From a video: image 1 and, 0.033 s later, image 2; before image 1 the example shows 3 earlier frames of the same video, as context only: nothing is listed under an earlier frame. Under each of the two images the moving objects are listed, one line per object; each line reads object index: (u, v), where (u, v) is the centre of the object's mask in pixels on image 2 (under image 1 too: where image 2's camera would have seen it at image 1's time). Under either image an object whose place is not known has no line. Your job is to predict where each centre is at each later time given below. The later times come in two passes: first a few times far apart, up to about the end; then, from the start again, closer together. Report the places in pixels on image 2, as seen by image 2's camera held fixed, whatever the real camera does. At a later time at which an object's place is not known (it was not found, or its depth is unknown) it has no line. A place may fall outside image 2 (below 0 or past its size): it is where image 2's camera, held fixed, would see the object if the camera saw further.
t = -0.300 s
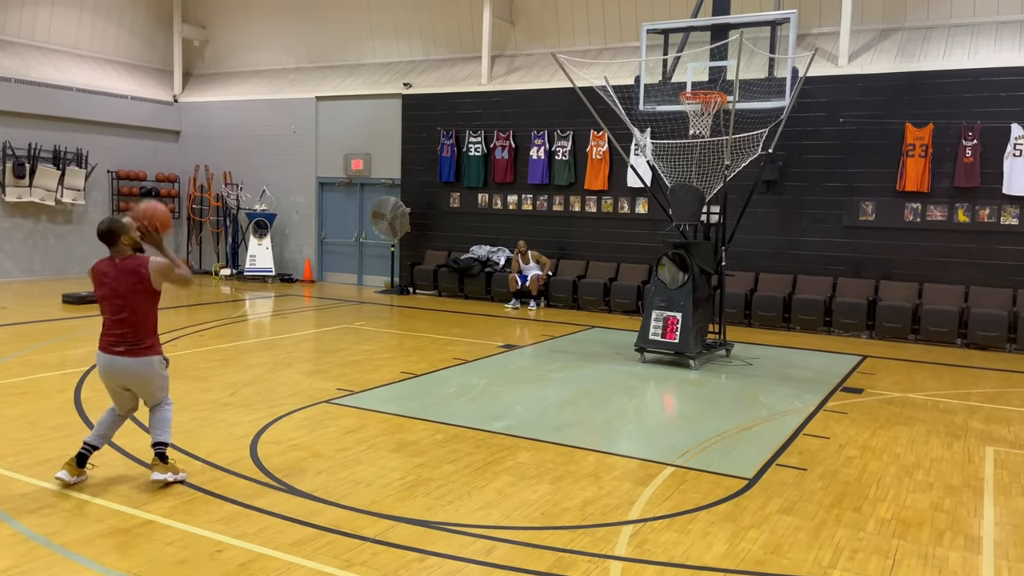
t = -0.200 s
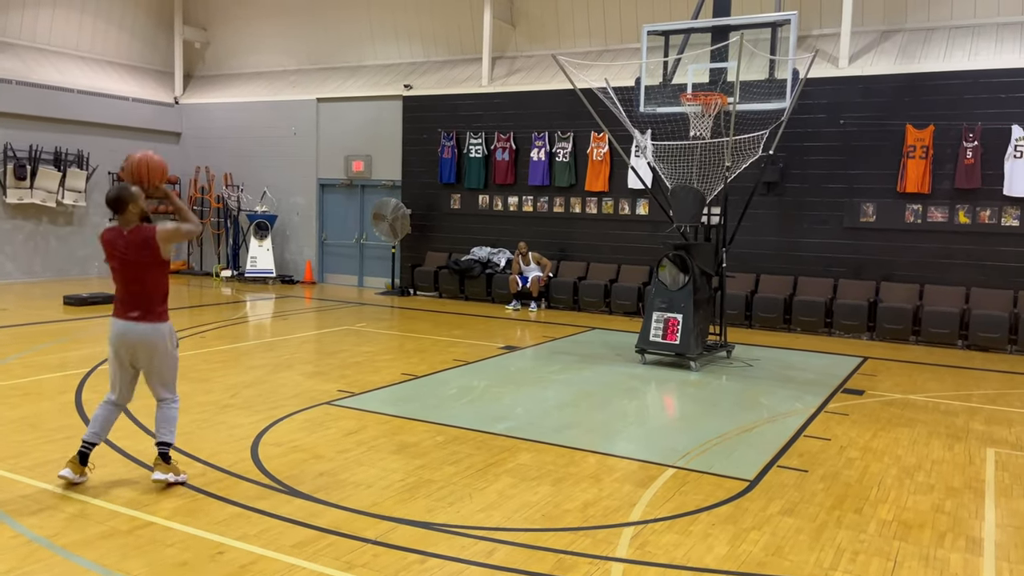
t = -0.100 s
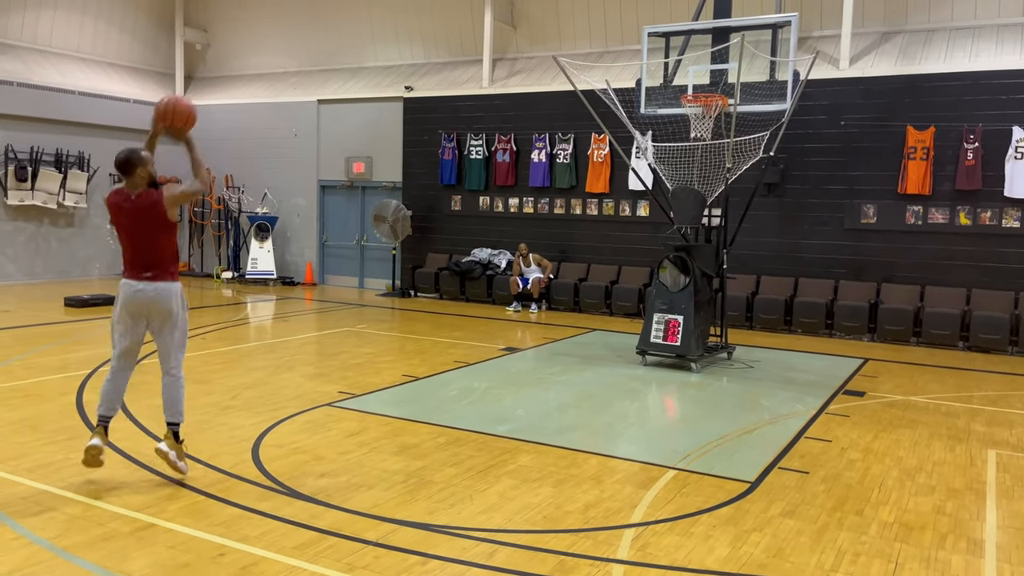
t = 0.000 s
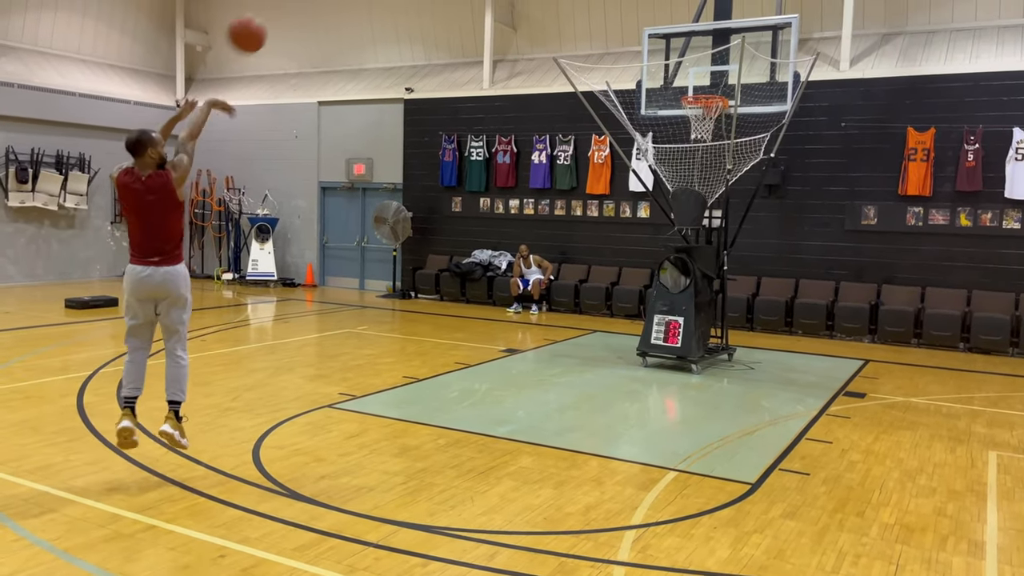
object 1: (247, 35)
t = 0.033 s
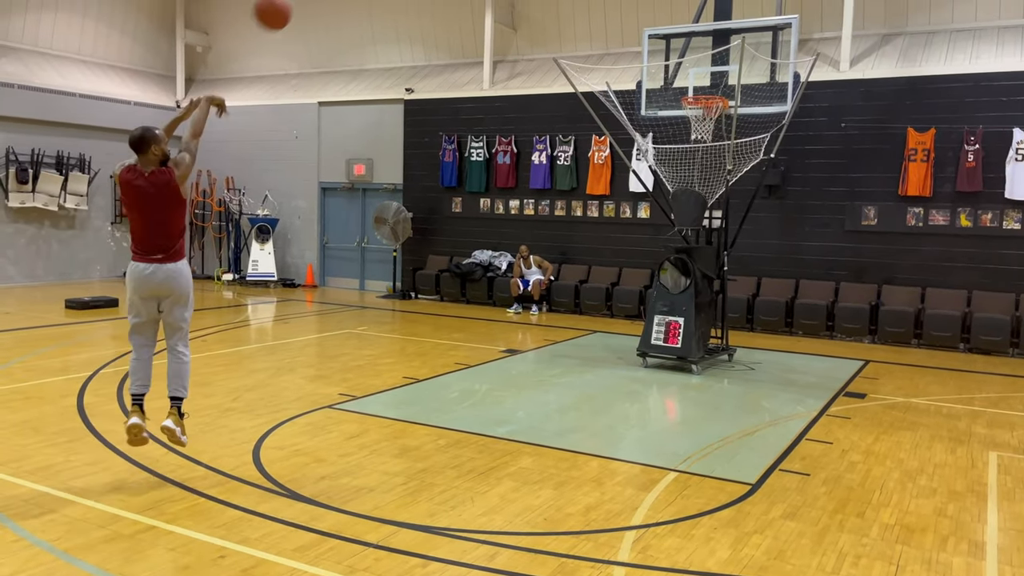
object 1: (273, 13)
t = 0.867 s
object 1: (647, 3)
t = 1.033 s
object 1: (686, 74)
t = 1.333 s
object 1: (694, 109)
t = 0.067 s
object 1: (298, 4)
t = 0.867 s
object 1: (647, 3)
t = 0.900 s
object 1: (656, 16)
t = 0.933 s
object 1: (664, 30)
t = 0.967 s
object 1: (671, 44)
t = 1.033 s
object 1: (686, 74)
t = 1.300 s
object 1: (692, 105)
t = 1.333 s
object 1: (694, 109)
